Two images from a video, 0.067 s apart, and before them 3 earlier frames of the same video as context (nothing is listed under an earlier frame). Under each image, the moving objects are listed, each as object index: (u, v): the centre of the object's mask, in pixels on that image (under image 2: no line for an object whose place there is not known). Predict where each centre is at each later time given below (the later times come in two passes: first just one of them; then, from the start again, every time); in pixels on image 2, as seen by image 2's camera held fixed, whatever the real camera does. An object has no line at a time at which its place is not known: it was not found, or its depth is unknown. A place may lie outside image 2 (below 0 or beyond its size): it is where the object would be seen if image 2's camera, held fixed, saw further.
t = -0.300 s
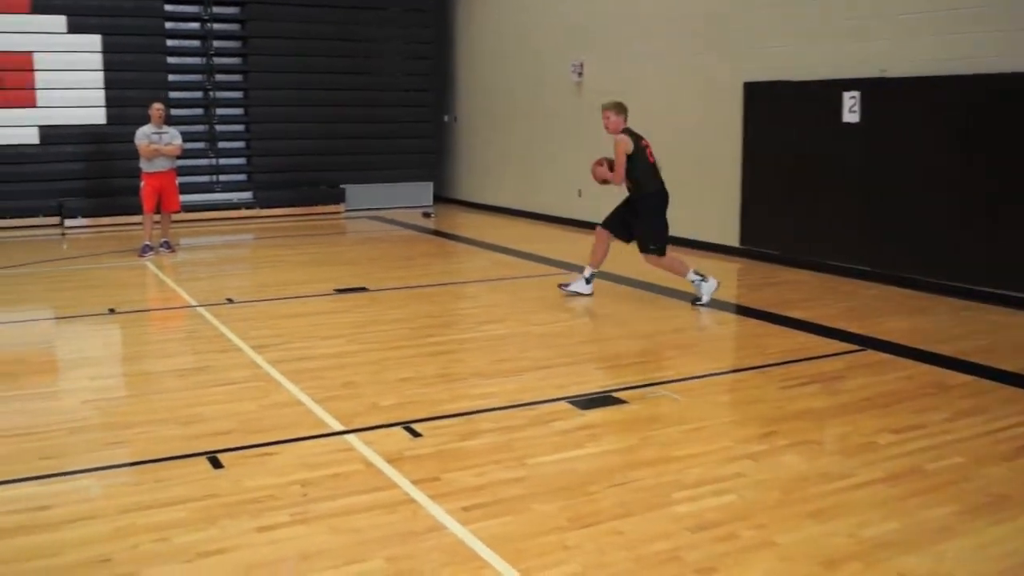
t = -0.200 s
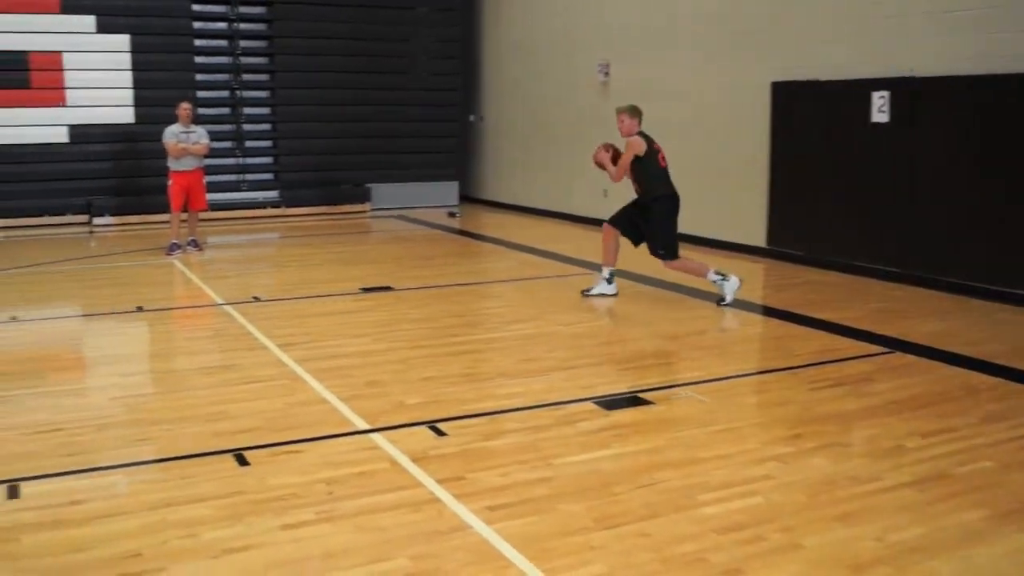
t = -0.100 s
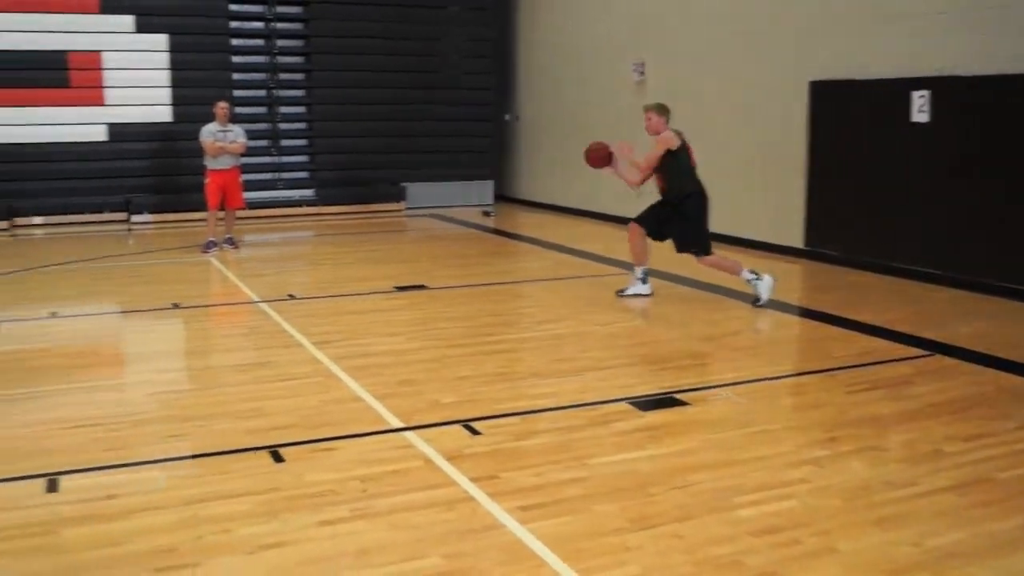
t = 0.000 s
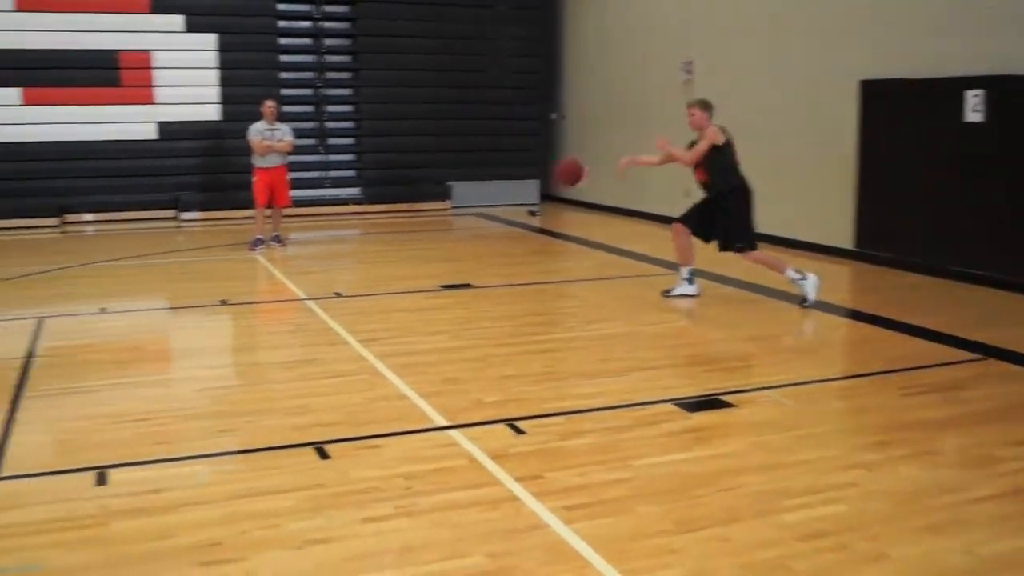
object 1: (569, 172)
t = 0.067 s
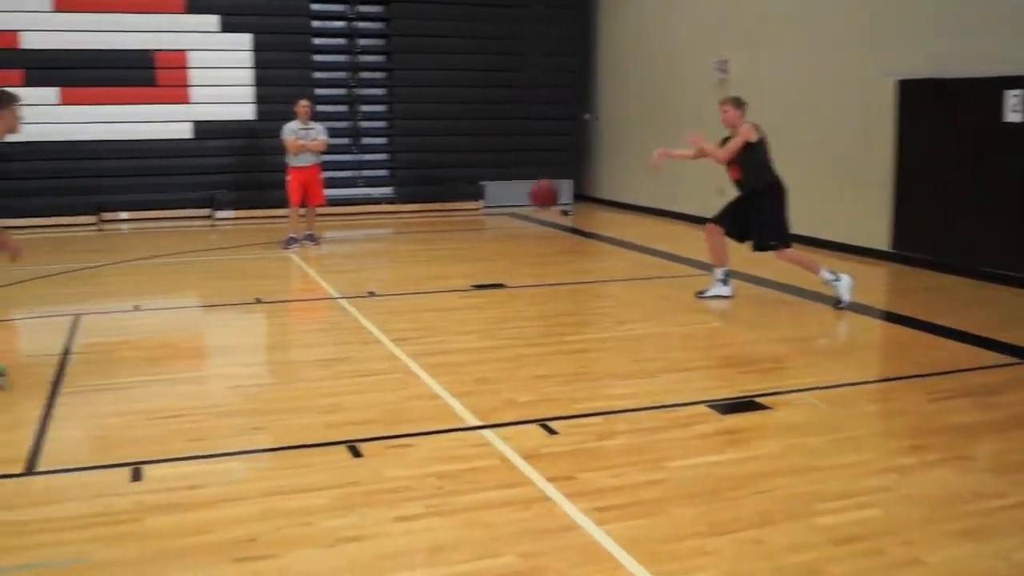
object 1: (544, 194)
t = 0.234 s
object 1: (388, 282)
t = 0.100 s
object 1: (517, 207)
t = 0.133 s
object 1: (487, 222)
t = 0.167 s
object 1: (454, 243)
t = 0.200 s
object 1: (422, 260)
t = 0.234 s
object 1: (388, 282)
